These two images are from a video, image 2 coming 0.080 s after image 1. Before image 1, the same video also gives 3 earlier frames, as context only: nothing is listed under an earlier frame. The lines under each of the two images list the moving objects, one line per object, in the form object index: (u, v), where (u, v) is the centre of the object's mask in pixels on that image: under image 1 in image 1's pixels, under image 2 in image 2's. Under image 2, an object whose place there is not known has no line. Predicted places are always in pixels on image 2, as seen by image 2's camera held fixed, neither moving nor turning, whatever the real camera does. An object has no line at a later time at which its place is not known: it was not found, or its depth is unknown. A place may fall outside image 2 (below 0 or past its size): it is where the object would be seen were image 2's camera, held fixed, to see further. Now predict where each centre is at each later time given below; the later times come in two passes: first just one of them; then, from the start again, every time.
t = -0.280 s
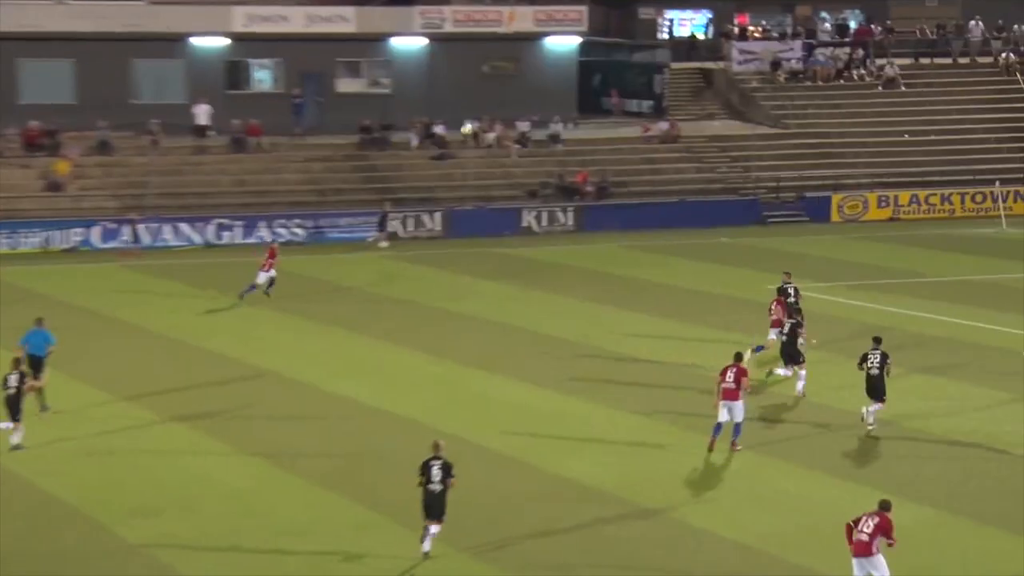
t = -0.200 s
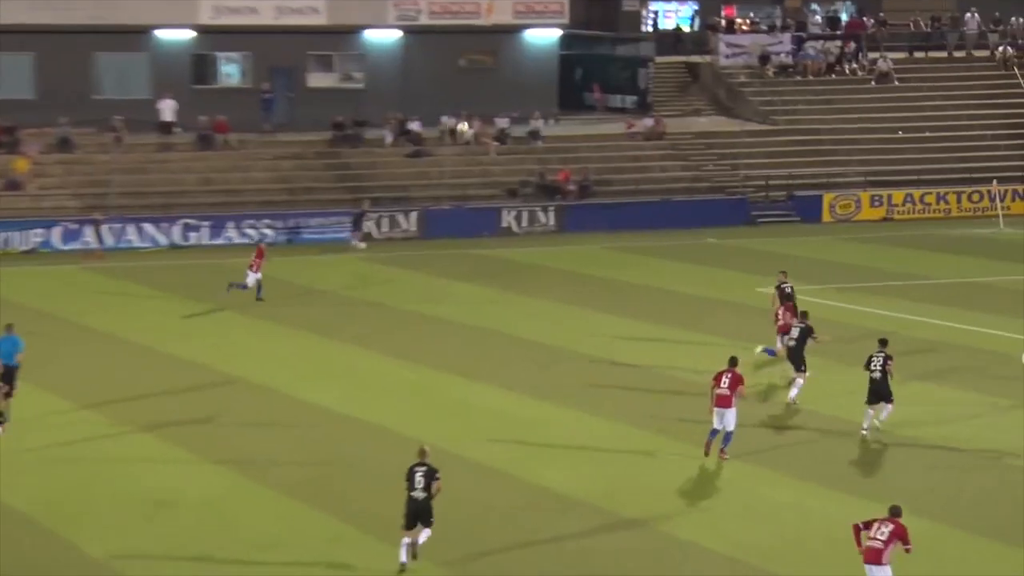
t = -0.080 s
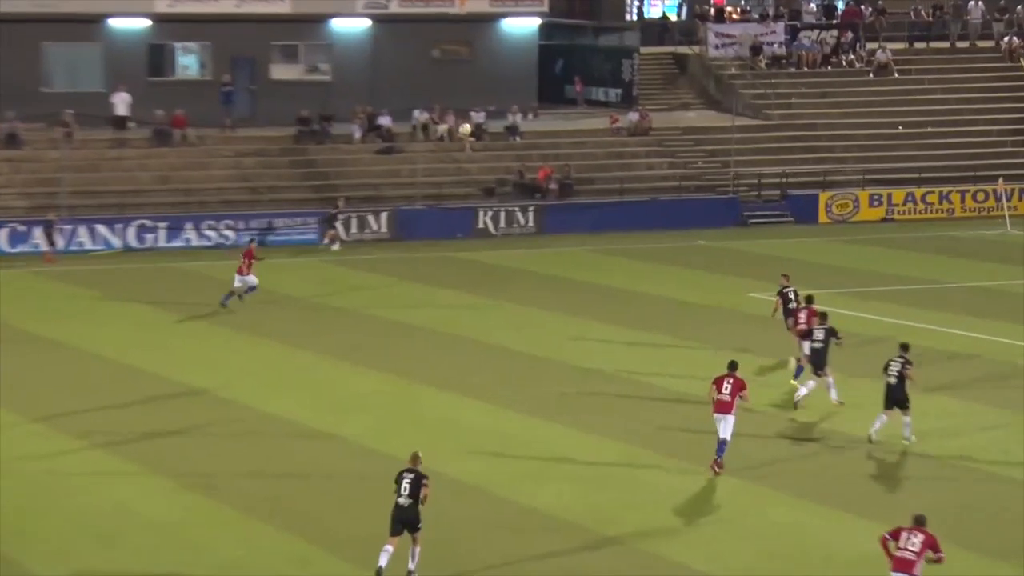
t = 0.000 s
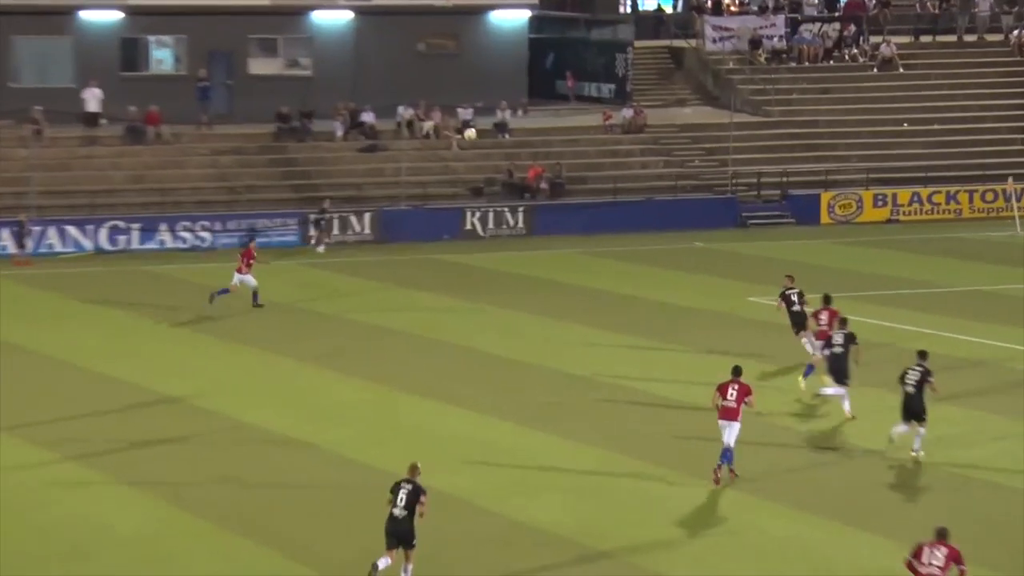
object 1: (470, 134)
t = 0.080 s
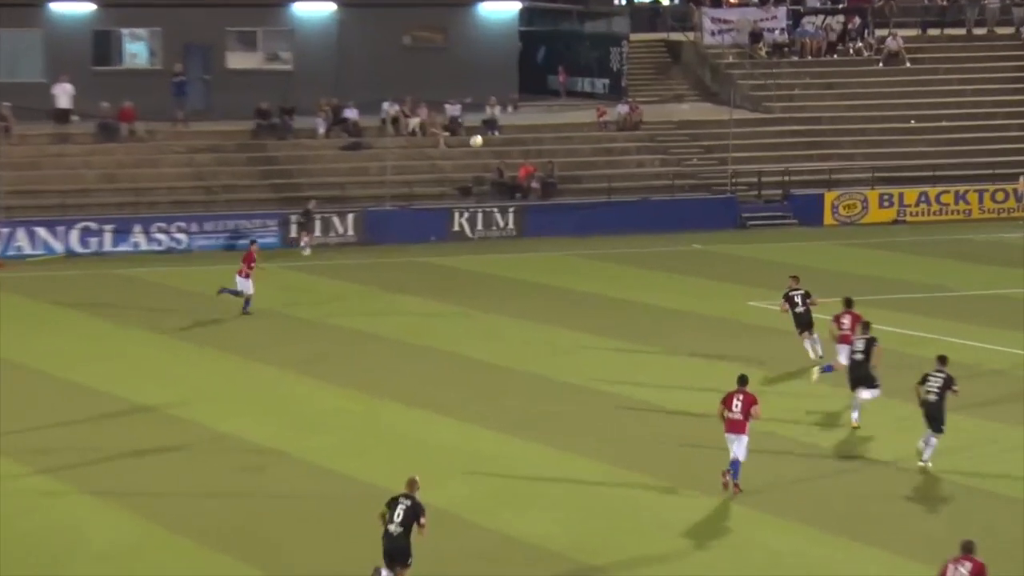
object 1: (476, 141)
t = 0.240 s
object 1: (508, 167)
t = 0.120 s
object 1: (485, 147)
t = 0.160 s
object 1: (493, 153)
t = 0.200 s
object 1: (500, 161)
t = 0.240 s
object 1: (508, 167)
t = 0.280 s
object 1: (516, 176)
